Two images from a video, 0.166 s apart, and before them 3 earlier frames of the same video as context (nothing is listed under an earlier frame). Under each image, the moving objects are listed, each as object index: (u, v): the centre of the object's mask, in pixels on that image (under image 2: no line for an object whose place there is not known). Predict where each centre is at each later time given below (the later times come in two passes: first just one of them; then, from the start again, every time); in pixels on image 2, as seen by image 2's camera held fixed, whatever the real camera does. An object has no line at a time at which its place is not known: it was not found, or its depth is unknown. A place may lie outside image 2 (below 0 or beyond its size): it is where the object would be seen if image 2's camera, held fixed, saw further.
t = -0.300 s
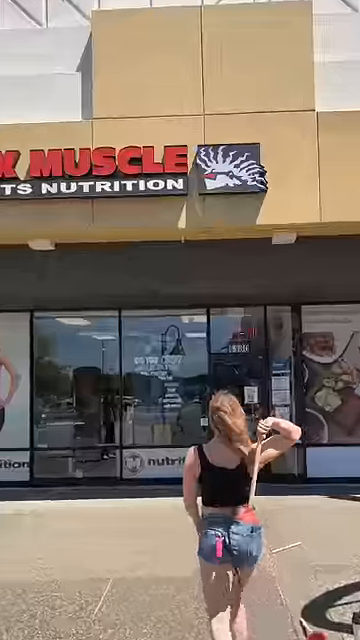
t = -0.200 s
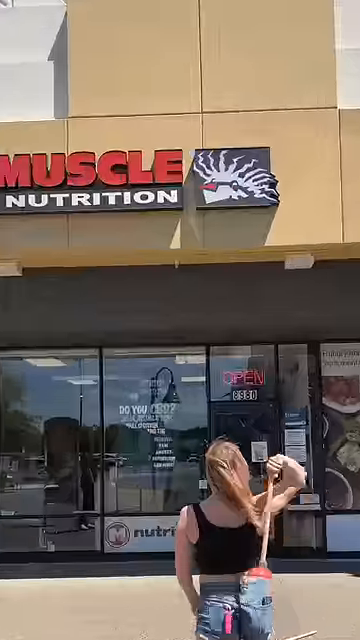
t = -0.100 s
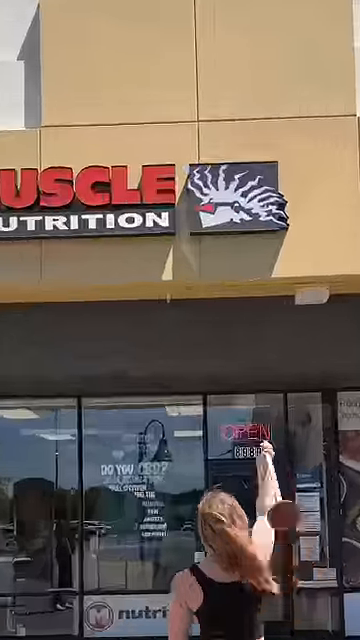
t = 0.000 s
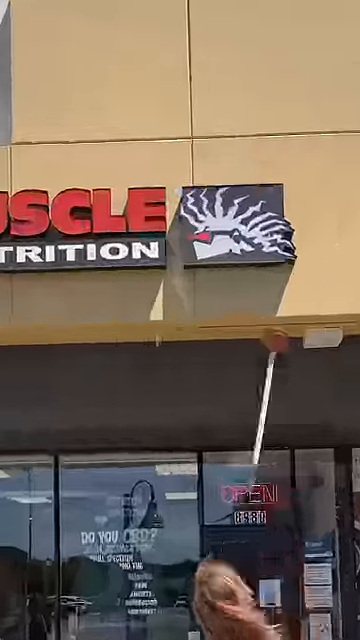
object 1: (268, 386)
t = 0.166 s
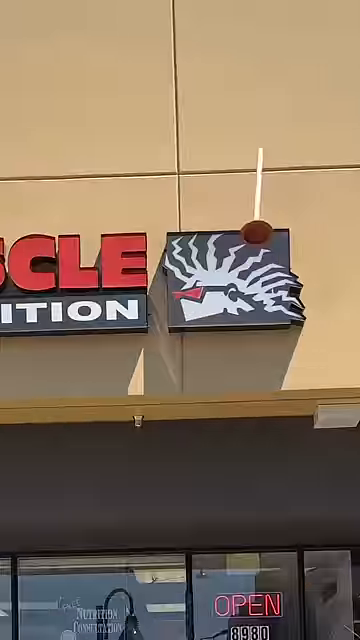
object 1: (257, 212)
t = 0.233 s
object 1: (253, 166)
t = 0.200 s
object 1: (259, 188)
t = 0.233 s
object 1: (253, 166)
